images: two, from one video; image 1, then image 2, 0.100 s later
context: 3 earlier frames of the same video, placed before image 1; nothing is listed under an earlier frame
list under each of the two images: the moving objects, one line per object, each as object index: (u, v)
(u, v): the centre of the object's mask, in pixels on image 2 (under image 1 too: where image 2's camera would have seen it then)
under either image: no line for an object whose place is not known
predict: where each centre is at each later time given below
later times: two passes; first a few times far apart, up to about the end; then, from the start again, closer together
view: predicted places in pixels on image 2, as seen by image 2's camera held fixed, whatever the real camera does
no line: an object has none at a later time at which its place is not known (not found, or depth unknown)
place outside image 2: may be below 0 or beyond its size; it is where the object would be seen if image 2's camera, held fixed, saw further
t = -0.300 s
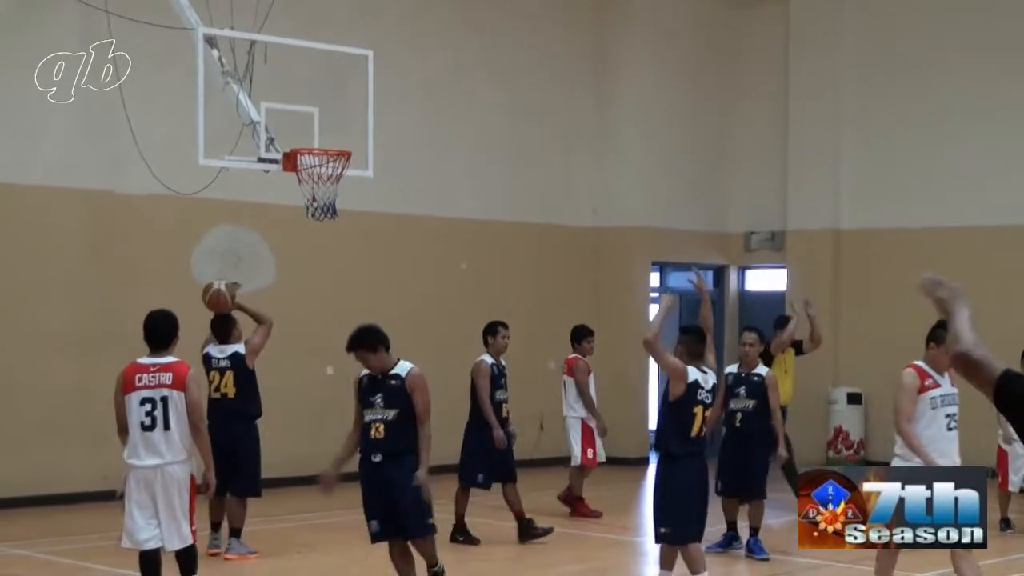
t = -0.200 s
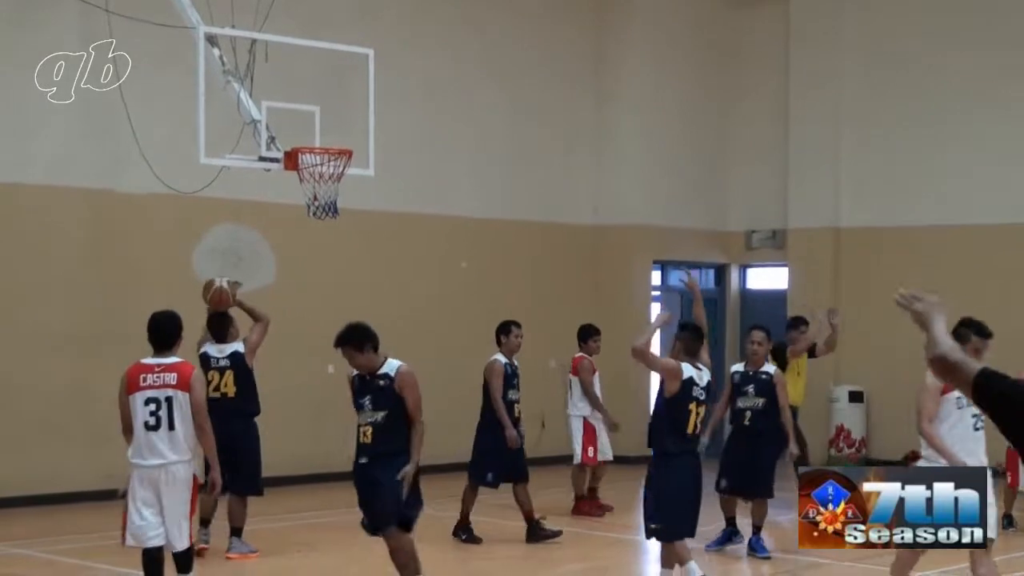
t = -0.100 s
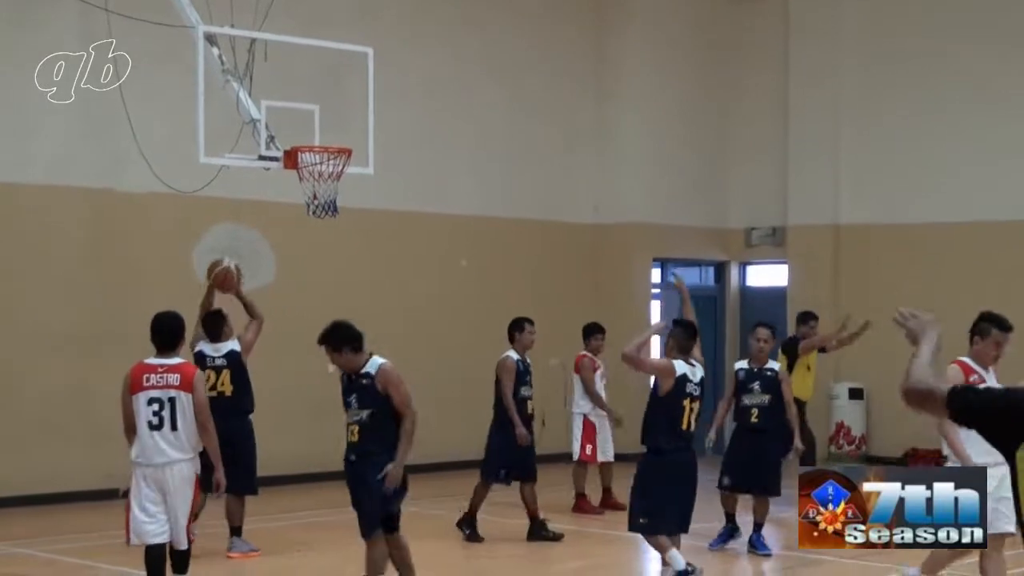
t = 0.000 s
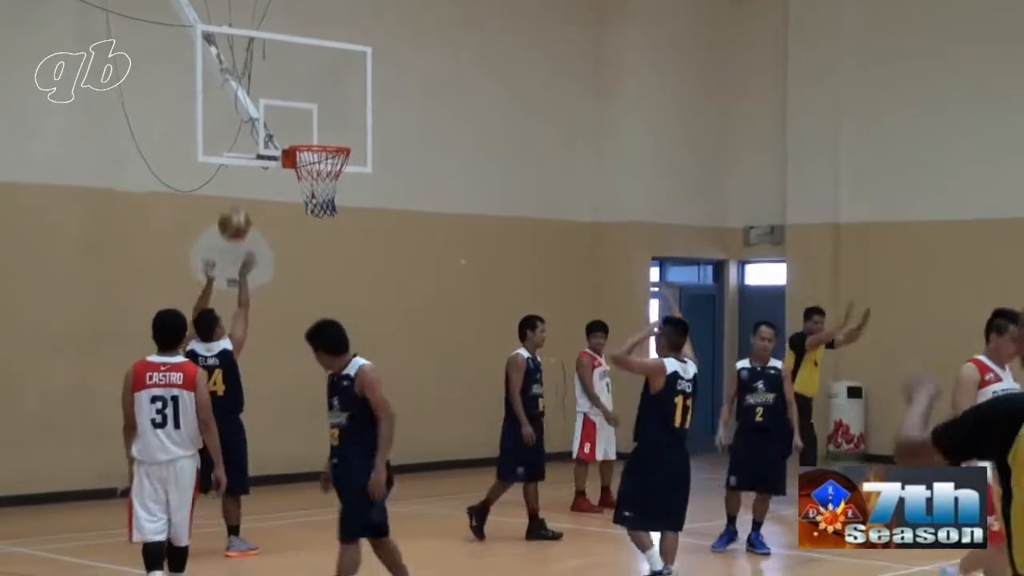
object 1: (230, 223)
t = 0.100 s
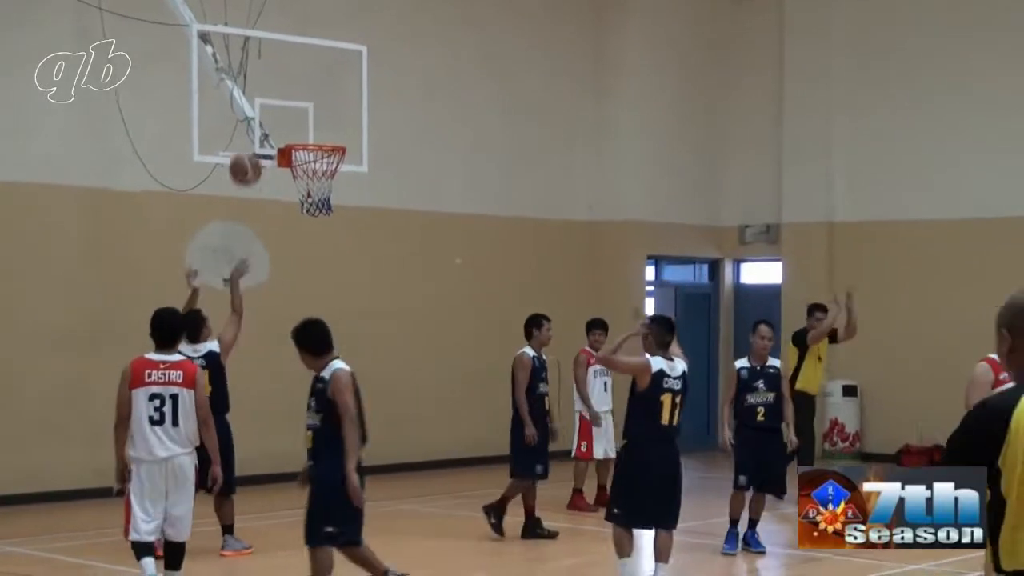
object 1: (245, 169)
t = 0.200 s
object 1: (260, 131)
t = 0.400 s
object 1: (289, 91)
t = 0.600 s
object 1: (315, 104)
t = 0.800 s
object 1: (317, 151)
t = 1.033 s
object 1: (292, 188)
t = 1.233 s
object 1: (304, 225)
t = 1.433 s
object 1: (312, 314)
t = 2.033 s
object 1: (349, 355)
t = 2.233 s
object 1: (364, 313)
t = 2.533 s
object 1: (387, 343)
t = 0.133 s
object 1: (250, 155)
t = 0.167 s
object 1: (255, 141)
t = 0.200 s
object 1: (260, 131)
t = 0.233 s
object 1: (265, 121)
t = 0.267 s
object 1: (270, 110)
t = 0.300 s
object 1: (275, 103)
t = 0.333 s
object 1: (280, 98)
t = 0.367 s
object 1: (284, 93)
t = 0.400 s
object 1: (289, 91)
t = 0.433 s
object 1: (293, 90)
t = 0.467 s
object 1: (298, 90)
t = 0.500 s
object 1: (302, 91)
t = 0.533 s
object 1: (307, 94)
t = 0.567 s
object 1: (311, 99)
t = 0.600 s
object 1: (315, 104)
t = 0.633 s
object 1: (319, 112)
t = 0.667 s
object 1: (323, 121)
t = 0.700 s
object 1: (327, 130)
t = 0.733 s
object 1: (331, 138)
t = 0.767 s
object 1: (324, 145)
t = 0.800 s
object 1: (317, 151)
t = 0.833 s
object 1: (310, 161)
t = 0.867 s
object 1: (304, 167)
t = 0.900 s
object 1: (298, 172)
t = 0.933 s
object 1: (297, 176)
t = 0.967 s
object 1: (295, 181)
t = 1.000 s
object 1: (296, 181)
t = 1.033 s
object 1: (292, 188)
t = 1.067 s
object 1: (296, 186)
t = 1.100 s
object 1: (296, 193)
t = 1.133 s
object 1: (299, 199)
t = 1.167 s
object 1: (301, 205)
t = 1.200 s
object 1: (301, 213)
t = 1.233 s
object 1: (304, 225)
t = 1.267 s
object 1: (305, 235)
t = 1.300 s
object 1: (307, 248)
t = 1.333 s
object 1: (308, 263)
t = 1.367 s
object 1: (309, 279)
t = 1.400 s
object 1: (311, 296)
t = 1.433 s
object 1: (312, 314)
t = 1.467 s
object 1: (314, 335)
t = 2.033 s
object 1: (349, 355)
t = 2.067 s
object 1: (351, 344)
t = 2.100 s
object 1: (353, 335)
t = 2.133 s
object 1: (357, 326)
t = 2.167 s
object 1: (359, 322)
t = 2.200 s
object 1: (362, 317)
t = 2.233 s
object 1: (364, 313)
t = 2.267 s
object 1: (367, 311)
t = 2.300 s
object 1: (370, 311)
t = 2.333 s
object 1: (373, 312)
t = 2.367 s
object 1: (376, 313)
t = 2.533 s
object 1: (387, 343)
